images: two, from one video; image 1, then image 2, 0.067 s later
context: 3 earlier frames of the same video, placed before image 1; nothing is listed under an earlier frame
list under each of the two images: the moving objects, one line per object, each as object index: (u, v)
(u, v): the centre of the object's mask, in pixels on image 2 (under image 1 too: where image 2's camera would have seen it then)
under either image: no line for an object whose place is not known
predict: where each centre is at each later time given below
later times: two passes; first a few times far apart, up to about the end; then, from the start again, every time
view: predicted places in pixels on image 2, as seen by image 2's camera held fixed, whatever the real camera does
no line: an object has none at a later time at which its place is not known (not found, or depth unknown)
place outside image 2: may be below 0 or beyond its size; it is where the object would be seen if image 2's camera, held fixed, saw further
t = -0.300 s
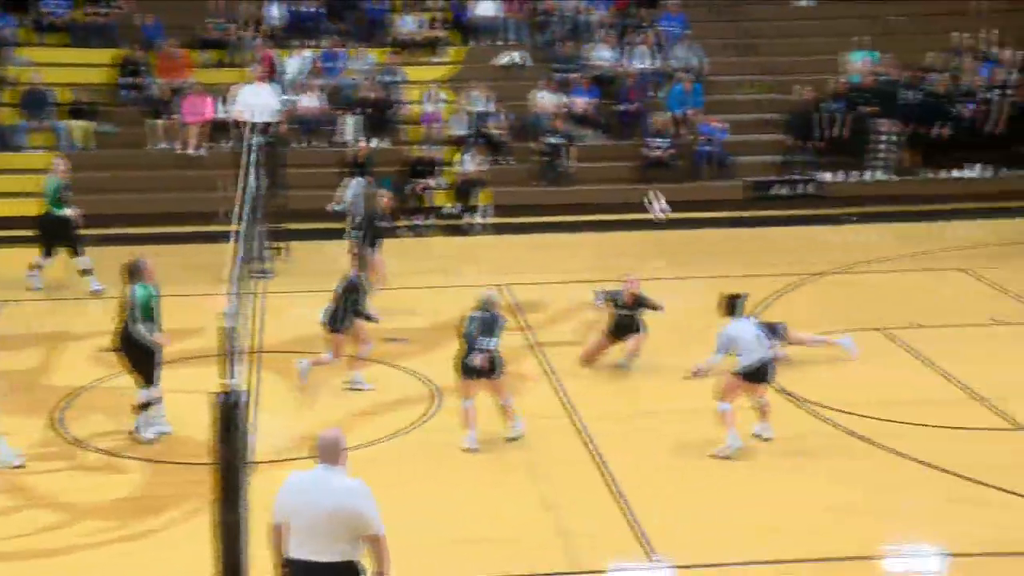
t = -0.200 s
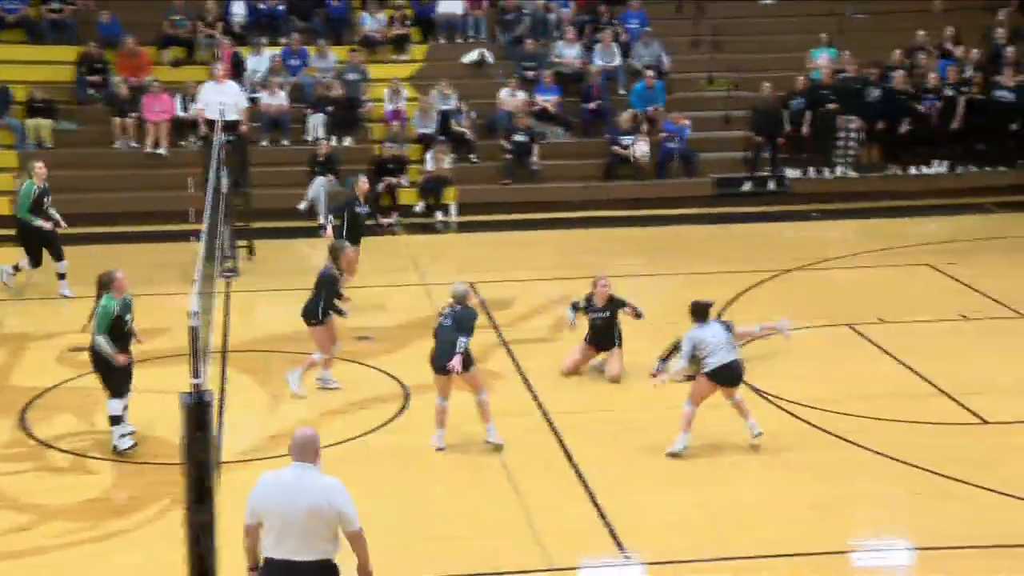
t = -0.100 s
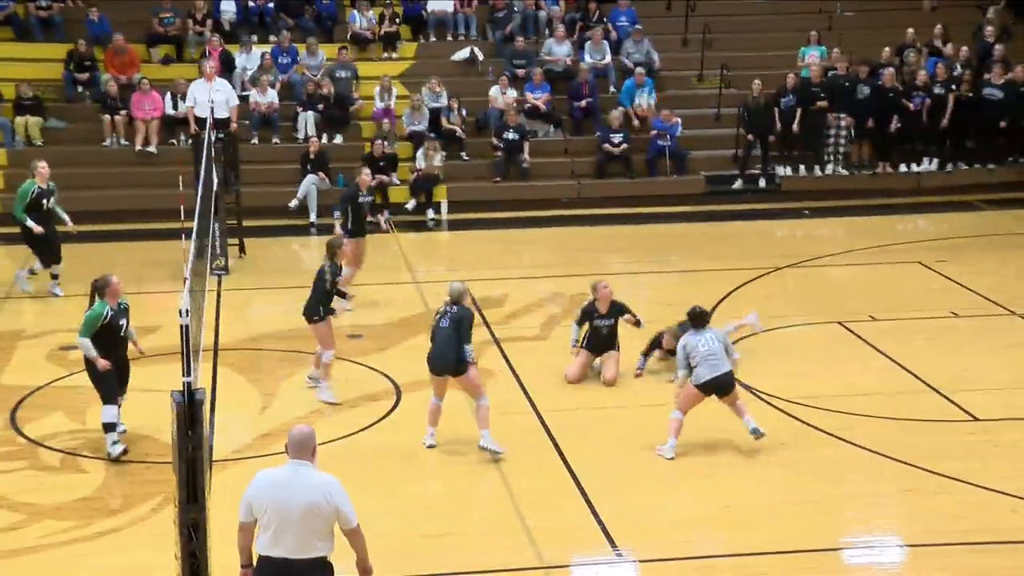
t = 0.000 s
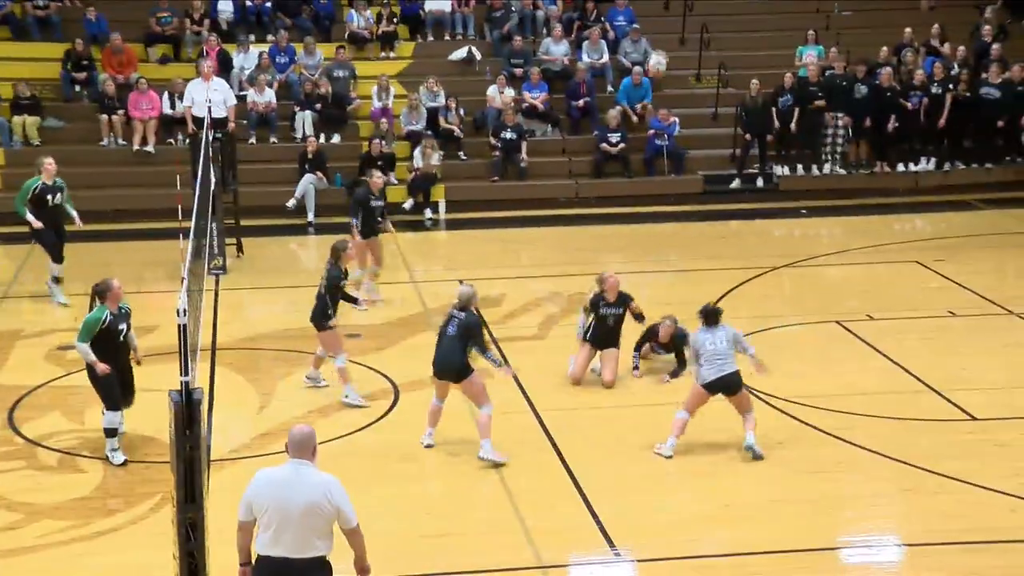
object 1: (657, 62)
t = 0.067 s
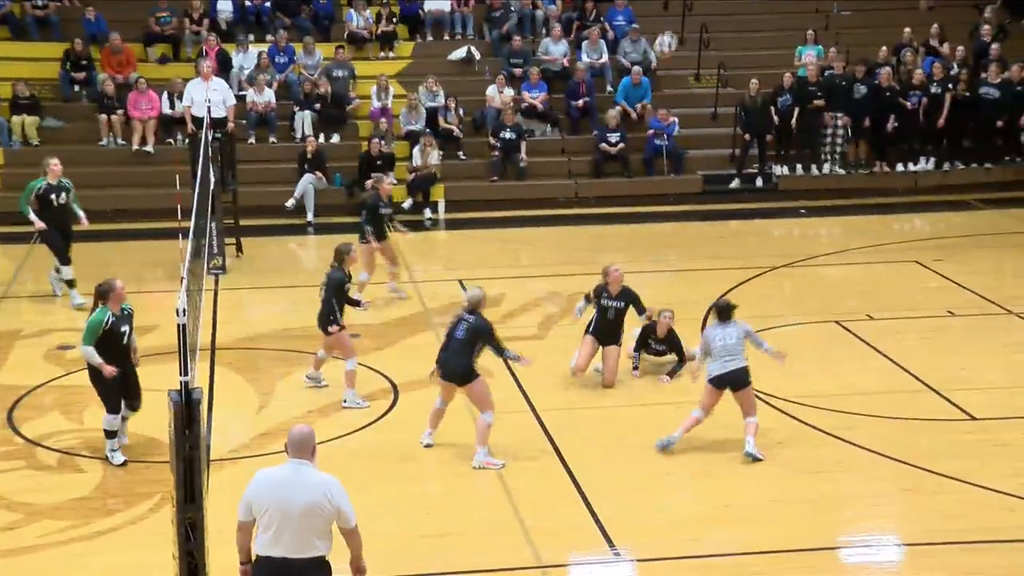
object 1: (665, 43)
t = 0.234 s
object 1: (688, 16)
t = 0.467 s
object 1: (719, 23)
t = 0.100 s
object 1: (670, 35)
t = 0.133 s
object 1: (675, 29)
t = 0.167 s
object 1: (679, 23)
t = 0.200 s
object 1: (684, 20)
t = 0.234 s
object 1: (688, 16)
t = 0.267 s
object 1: (693, 13)
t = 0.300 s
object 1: (697, 12)
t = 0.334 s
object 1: (702, 12)
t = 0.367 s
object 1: (706, 13)
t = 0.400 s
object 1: (710, 15)
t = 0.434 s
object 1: (715, 19)
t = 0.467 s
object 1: (719, 23)
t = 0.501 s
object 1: (723, 28)
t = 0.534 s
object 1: (728, 35)
